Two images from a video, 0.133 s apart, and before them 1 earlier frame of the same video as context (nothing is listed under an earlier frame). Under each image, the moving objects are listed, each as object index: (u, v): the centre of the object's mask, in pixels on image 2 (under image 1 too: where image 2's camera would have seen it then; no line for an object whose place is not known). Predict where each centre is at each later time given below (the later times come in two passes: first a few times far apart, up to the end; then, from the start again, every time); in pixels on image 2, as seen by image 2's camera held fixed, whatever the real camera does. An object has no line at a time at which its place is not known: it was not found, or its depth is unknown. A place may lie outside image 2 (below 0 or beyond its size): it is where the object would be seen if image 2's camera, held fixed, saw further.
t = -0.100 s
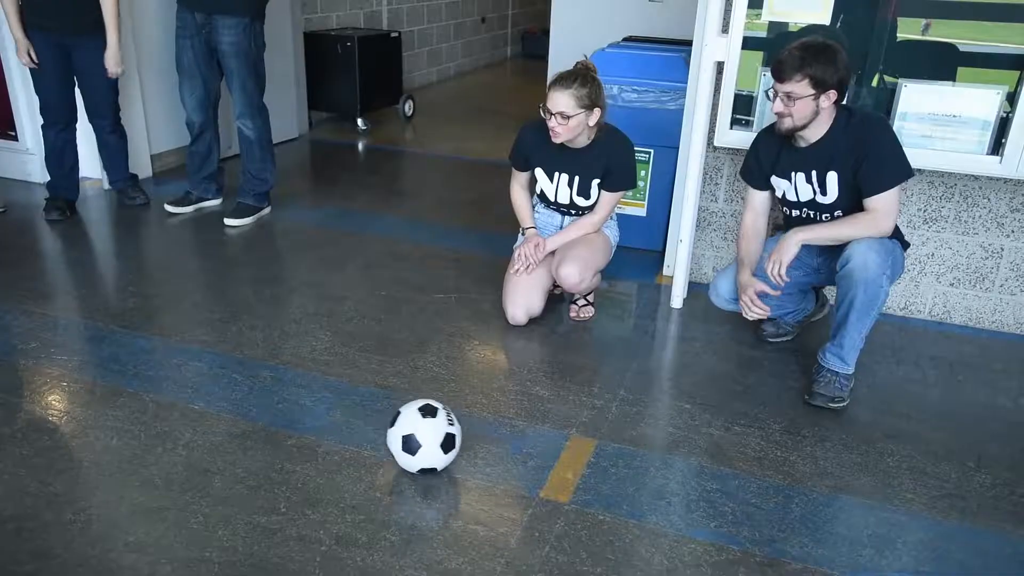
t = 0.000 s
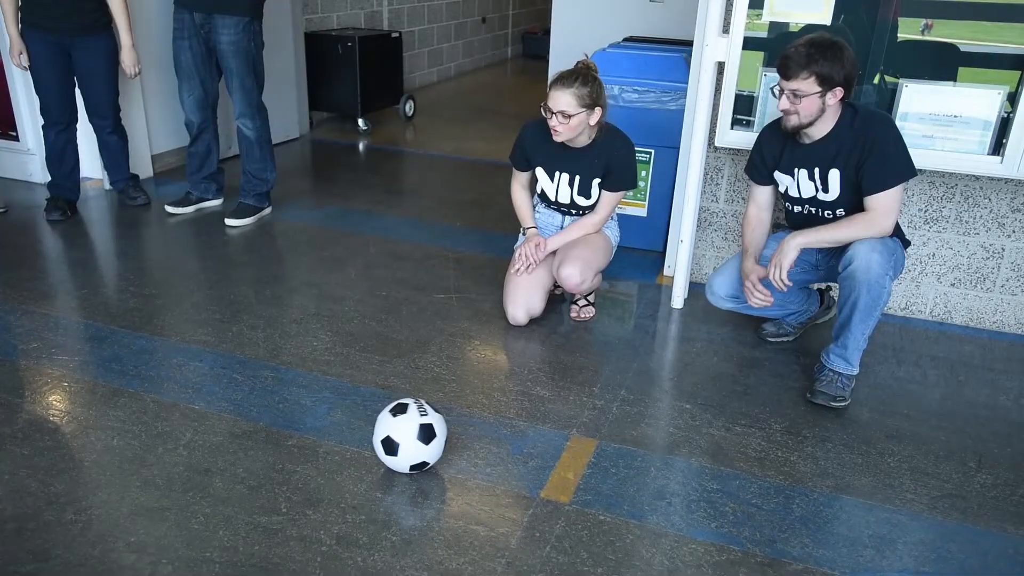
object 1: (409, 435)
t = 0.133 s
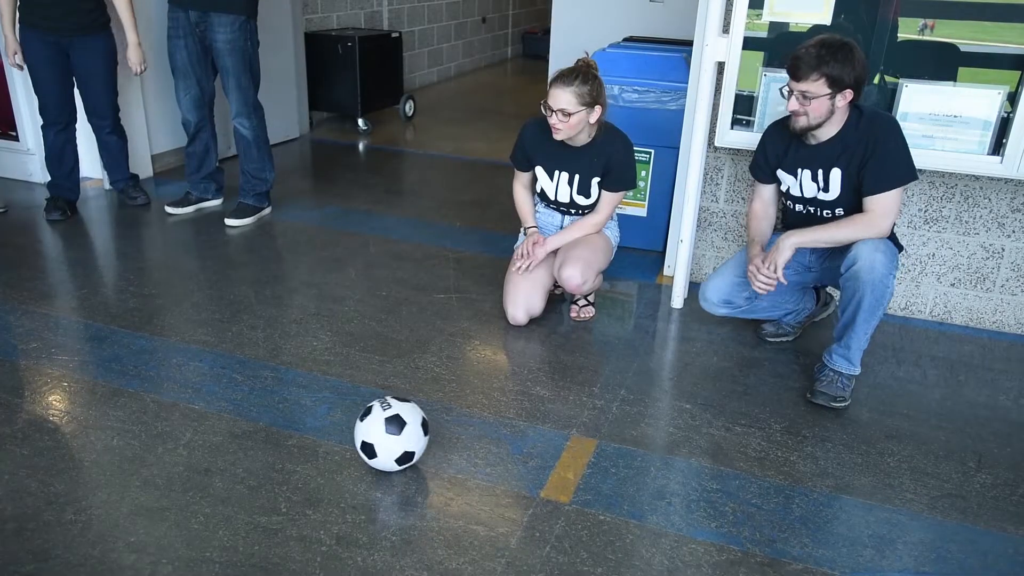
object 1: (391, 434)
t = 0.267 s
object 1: (375, 432)
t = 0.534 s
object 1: (347, 426)
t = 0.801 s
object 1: (321, 418)
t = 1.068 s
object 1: (296, 408)
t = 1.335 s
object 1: (274, 395)
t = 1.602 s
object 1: (256, 385)
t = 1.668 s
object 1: (252, 383)
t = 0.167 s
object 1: (387, 433)
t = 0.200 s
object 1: (383, 433)
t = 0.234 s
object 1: (379, 432)
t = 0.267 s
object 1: (375, 432)
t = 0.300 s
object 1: (371, 432)
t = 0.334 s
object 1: (368, 431)
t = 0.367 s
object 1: (364, 430)
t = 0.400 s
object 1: (360, 429)
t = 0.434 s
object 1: (356, 429)
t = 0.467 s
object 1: (353, 428)
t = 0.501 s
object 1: (350, 427)
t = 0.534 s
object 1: (347, 426)
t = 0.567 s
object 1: (343, 426)
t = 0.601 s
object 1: (340, 425)
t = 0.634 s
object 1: (337, 424)
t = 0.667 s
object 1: (333, 423)
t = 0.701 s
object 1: (330, 422)
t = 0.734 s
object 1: (327, 421)
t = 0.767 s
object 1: (324, 419)
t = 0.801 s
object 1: (321, 418)
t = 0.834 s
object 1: (317, 417)
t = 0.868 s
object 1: (315, 416)
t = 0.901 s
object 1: (312, 415)
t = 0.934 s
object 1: (308, 413)
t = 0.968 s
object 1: (305, 412)
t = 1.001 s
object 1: (302, 410)
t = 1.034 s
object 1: (299, 409)
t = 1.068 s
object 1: (296, 408)
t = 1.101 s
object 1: (293, 406)
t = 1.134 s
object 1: (290, 405)
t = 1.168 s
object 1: (288, 403)
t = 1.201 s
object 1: (285, 401)
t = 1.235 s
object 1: (282, 400)
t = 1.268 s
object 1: (279, 399)
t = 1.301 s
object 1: (277, 397)
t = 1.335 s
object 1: (274, 395)
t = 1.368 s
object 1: (271, 394)
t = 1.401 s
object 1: (269, 393)
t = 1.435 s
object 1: (267, 392)
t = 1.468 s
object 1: (265, 390)
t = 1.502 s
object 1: (262, 389)
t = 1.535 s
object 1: (260, 388)
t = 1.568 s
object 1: (258, 386)
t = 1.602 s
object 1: (256, 385)
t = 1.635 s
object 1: (254, 383)
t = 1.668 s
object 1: (252, 383)
